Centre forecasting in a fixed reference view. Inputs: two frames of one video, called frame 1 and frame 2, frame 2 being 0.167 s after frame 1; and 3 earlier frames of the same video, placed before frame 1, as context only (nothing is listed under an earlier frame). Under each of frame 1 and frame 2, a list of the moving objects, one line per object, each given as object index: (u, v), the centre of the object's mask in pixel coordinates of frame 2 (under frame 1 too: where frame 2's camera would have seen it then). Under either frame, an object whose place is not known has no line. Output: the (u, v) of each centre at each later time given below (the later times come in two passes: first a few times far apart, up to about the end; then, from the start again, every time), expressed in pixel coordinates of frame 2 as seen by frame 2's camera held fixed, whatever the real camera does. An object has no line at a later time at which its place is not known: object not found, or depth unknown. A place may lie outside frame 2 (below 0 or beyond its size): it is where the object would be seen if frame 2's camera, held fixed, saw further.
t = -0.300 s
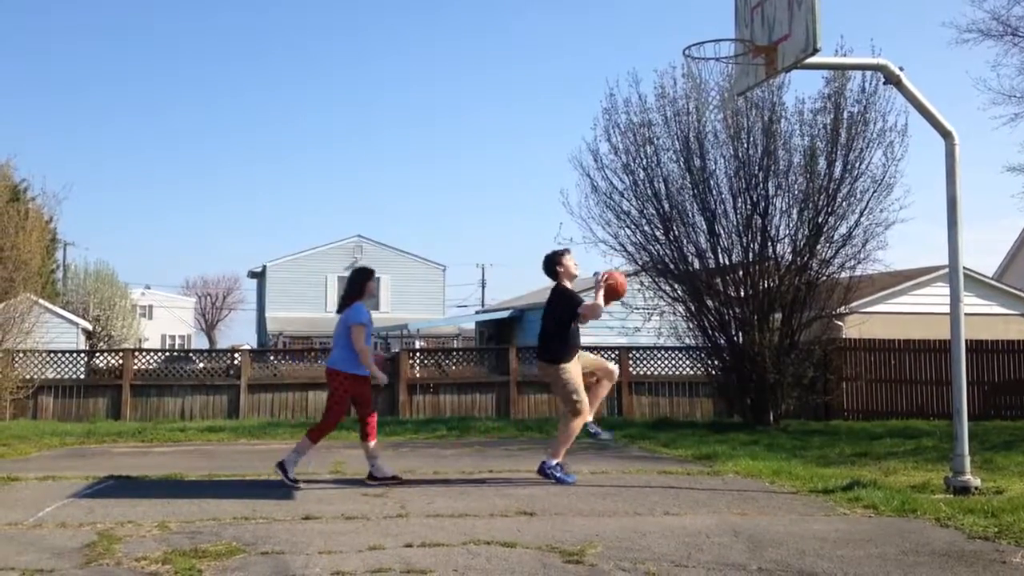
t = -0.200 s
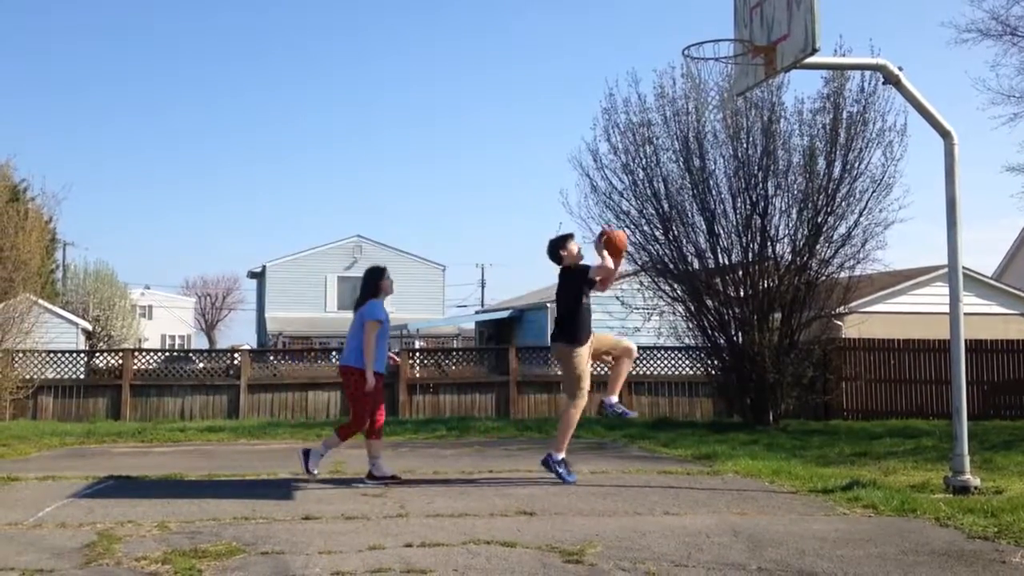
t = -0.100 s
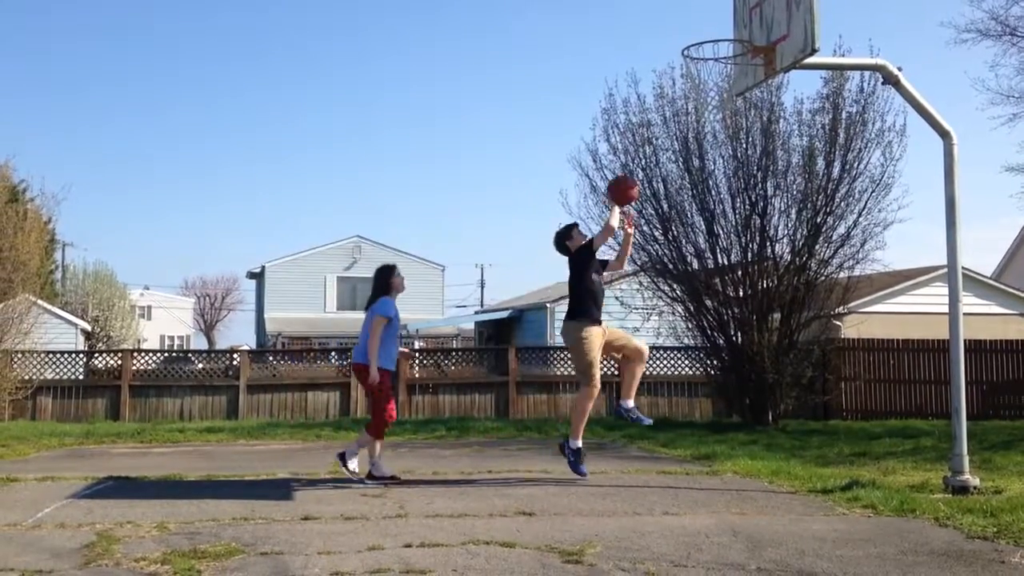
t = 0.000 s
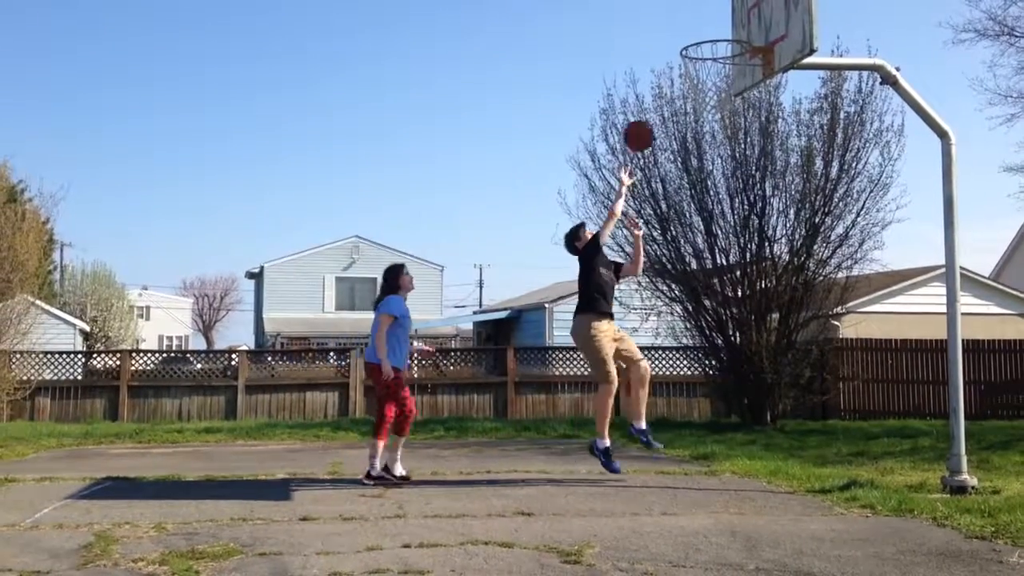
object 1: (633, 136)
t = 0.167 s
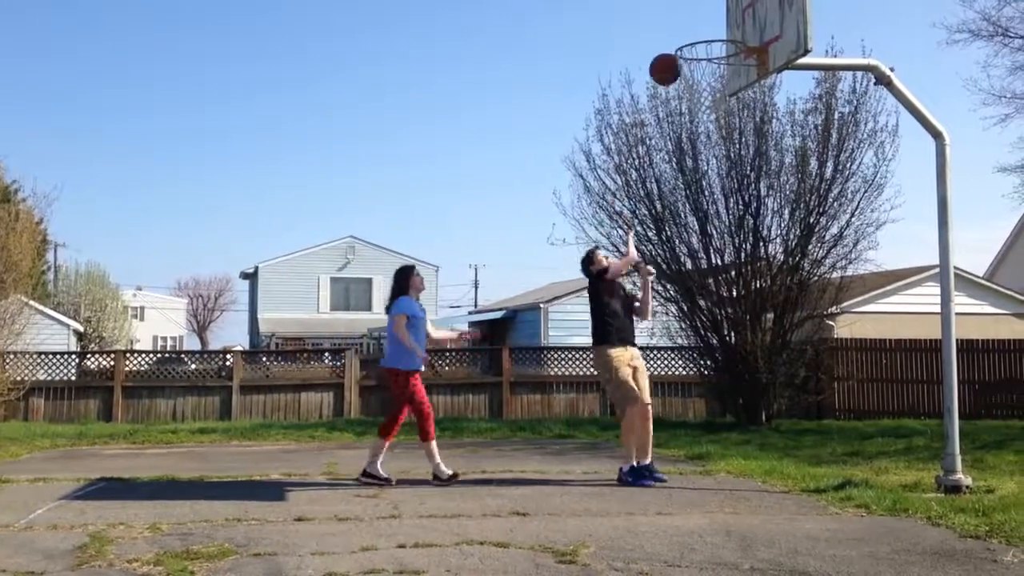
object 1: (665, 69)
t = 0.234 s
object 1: (678, 52)
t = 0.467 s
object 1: (710, 35)
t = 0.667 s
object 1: (688, 80)
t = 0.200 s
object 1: (671, 60)
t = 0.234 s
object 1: (678, 52)
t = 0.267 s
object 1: (685, 45)
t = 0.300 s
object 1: (691, 40)
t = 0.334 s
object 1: (698, 36)
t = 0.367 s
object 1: (705, 33)
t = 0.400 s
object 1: (712, 32)
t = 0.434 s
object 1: (715, 33)
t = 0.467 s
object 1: (710, 35)
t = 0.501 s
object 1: (707, 39)
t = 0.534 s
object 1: (703, 44)
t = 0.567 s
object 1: (699, 51)
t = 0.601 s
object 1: (699, 58)
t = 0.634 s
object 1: (692, 69)
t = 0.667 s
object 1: (688, 80)
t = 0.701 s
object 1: (684, 93)
